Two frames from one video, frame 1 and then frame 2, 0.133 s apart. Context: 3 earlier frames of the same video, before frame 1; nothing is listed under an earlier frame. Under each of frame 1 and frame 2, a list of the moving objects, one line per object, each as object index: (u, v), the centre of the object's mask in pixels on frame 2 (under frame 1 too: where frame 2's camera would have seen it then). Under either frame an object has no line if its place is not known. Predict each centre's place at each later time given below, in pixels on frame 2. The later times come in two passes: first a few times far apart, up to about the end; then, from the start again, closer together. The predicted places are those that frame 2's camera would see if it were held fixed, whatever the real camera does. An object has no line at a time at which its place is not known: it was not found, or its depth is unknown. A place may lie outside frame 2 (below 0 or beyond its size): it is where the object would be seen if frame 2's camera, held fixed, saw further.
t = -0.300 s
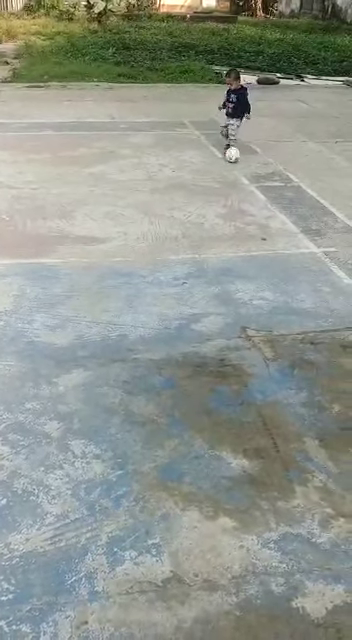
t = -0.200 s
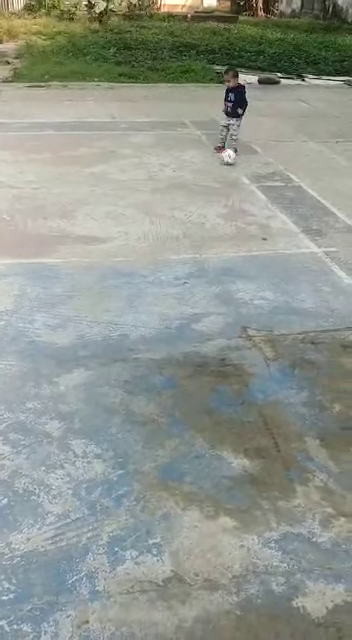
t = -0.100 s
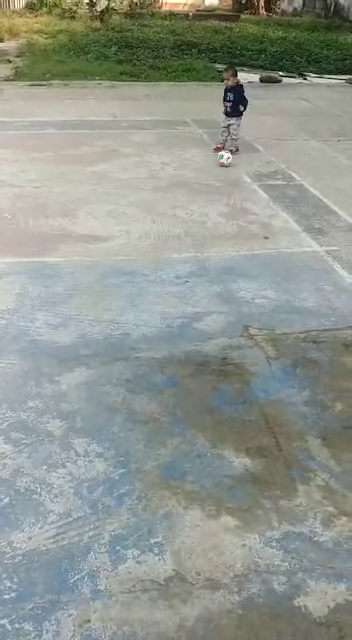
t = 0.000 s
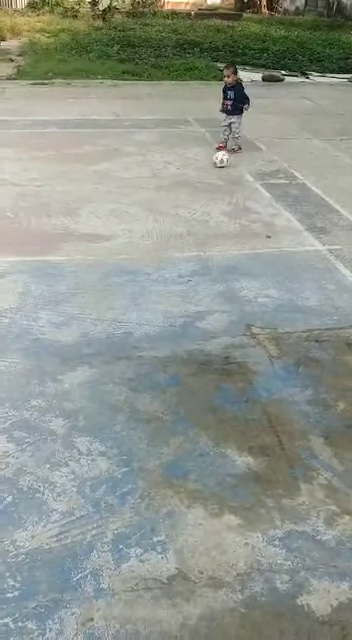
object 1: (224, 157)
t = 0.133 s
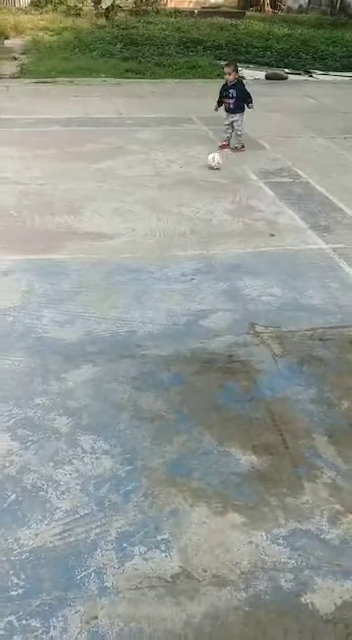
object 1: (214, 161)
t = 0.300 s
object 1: (202, 164)
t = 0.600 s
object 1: (176, 170)
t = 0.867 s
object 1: (151, 175)
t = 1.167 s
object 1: (120, 178)
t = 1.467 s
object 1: (90, 178)
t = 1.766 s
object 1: (63, 178)
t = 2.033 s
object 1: (40, 175)
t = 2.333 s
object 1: (22, 171)
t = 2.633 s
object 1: (8, 167)
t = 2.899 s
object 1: (1, 163)
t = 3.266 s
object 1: (1, 158)
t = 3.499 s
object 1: (5, 154)
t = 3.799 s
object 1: (7, 152)
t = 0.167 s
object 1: (212, 162)
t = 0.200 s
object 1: (209, 163)
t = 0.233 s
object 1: (206, 163)
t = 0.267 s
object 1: (204, 163)
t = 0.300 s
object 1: (202, 164)
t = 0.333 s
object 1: (199, 165)
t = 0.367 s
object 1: (195, 165)
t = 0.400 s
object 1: (193, 167)
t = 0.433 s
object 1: (190, 167)
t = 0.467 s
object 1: (187, 168)
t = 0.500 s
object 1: (184, 168)
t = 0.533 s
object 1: (181, 169)
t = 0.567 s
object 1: (179, 170)
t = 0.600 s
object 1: (176, 170)
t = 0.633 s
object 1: (173, 170)
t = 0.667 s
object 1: (170, 171)
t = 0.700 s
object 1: (166, 172)
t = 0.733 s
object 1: (163, 173)
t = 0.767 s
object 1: (160, 173)
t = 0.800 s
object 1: (157, 173)
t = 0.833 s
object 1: (154, 174)
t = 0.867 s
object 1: (151, 175)
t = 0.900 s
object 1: (147, 175)
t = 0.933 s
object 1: (143, 176)
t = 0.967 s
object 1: (140, 177)
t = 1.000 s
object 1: (137, 177)
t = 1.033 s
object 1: (134, 178)
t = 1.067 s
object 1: (131, 178)
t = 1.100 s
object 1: (127, 177)
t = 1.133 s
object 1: (124, 177)
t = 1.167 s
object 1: (120, 178)
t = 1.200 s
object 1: (117, 177)
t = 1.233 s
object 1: (114, 178)
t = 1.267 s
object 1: (111, 178)
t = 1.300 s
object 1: (107, 178)
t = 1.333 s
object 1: (104, 178)
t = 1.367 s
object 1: (101, 178)
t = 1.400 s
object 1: (97, 178)
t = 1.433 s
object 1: (93, 178)
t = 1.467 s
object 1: (90, 178)
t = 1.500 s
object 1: (87, 178)
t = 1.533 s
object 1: (84, 178)
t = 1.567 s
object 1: (81, 179)
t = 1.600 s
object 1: (78, 179)
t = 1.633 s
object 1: (75, 178)
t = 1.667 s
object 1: (73, 178)
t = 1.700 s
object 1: (70, 178)
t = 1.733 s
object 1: (66, 178)
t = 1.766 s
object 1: (63, 178)
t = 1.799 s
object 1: (60, 178)
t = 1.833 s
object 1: (57, 178)
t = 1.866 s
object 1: (54, 177)
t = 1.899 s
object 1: (50, 176)
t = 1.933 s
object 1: (47, 176)
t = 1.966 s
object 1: (45, 176)
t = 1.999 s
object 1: (42, 175)
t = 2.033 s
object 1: (40, 175)
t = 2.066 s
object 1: (37, 175)
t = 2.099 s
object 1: (35, 174)
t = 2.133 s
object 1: (33, 174)
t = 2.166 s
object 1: (31, 173)
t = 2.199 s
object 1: (30, 173)
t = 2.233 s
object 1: (28, 173)
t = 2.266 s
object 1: (26, 172)
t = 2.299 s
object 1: (25, 172)
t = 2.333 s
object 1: (22, 171)
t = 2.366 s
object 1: (21, 171)
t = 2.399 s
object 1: (19, 170)
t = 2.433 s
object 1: (17, 170)
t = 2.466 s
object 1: (16, 169)
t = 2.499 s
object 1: (13, 169)
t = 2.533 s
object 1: (12, 168)
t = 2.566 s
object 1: (10, 168)
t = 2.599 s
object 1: (9, 167)
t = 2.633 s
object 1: (8, 167)
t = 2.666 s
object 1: (6, 166)
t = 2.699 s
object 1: (5, 166)
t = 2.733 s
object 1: (4, 165)
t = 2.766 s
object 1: (3, 164)
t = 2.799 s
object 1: (2, 164)
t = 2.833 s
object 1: (2, 164)
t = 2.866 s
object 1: (1, 163)
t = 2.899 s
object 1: (1, 163)
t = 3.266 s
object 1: (1, 158)
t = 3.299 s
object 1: (1, 157)
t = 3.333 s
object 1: (1, 156)
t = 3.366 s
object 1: (2, 155)
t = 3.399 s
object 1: (2, 154)
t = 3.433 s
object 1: (3, 155)
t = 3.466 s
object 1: (3, 154)
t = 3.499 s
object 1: (5, 154)
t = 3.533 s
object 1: (5, 154)
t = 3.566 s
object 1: (5, 154)
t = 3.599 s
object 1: (5, 154)
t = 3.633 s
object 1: (6, 153)
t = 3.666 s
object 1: (6, 153)
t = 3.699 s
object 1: (7, 152)
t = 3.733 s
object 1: (6, 152)
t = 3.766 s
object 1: (7, 152)
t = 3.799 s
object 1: (7, 152)
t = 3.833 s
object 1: (7, 152)
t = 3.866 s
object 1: (7, 151)
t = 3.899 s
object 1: (7, 151)
